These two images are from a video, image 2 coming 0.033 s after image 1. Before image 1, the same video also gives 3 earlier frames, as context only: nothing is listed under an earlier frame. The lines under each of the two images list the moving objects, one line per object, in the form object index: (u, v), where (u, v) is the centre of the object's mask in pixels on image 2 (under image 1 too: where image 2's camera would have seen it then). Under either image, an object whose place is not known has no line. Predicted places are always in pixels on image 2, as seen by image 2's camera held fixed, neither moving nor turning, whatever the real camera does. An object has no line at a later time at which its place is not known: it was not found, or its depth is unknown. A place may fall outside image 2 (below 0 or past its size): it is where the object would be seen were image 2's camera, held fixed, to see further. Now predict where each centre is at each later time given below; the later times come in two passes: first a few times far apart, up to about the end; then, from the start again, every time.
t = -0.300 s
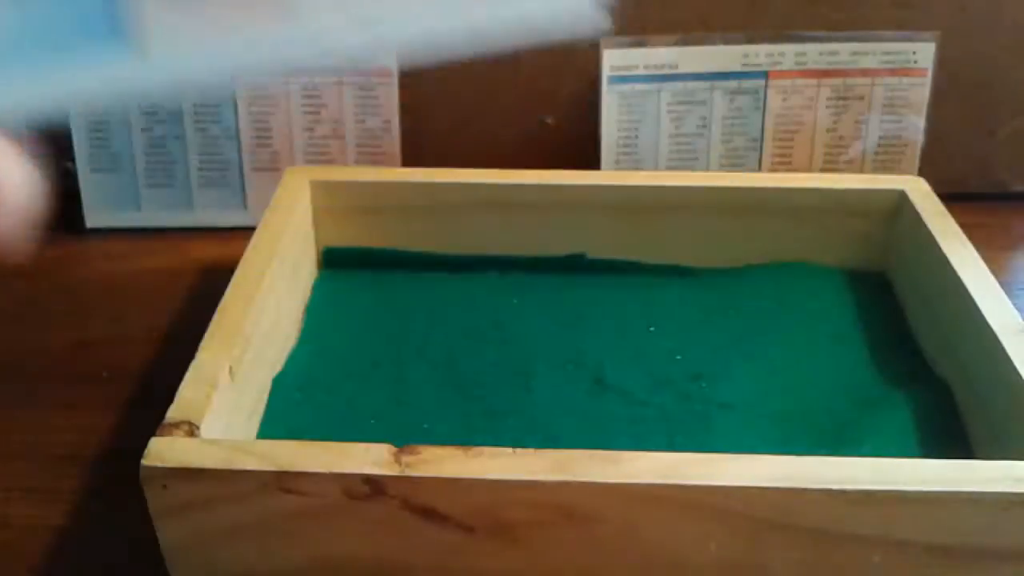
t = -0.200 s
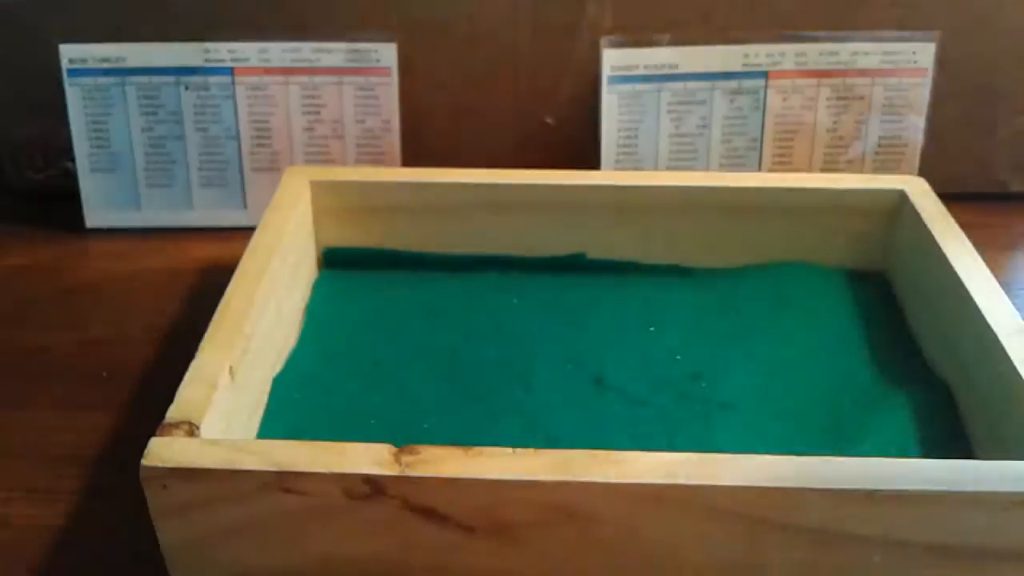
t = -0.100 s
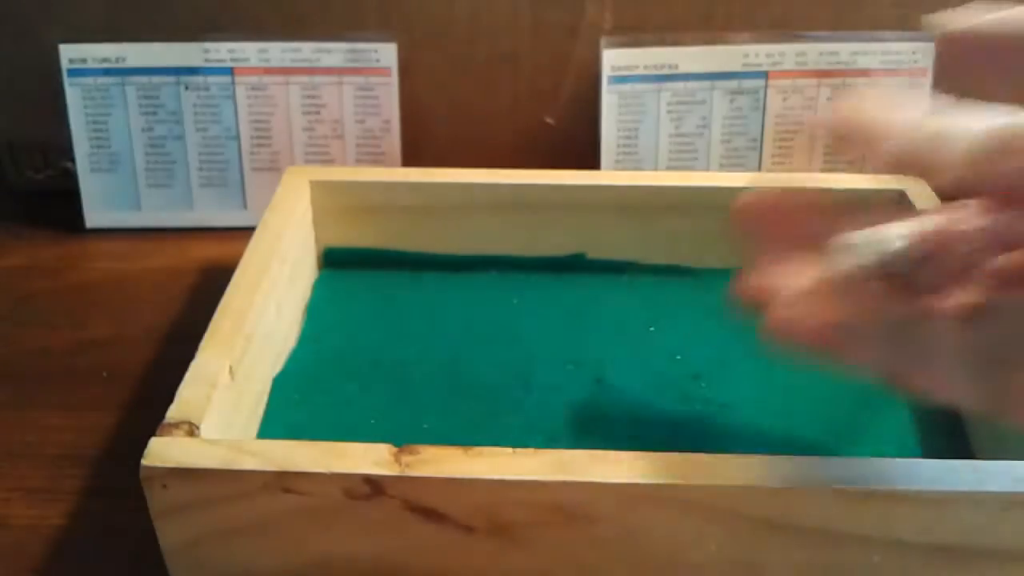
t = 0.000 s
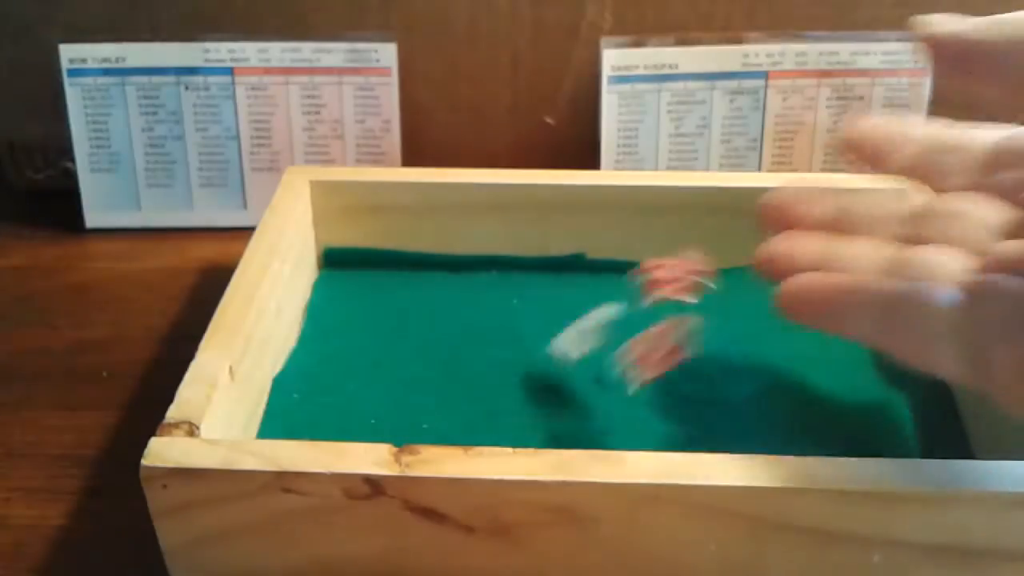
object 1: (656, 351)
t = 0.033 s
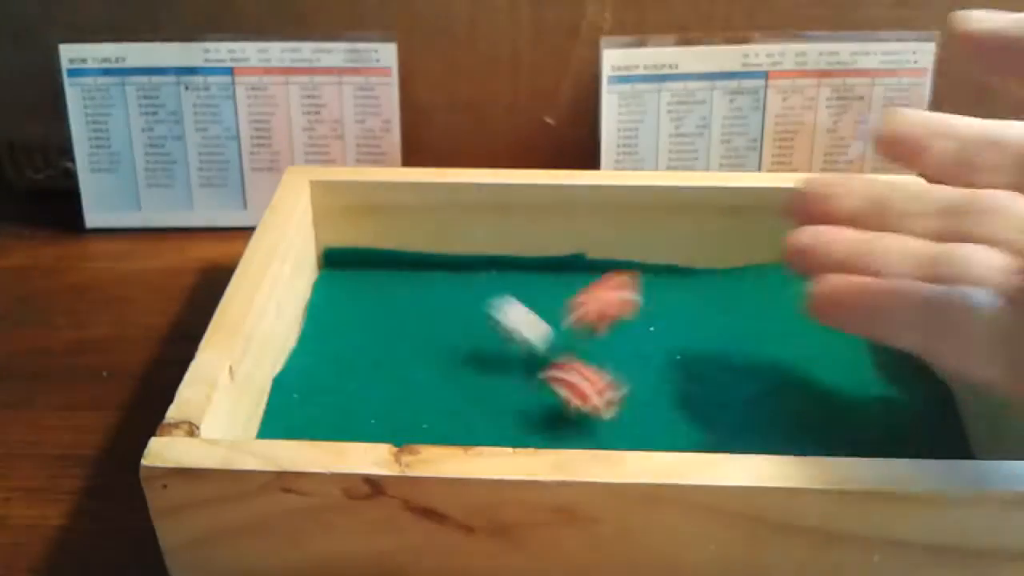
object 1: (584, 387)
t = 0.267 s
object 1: (329, 359)
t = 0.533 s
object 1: (327, 391)
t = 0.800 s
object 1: (328, 391)
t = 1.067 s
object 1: (327, 391)
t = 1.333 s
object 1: (328, 391)
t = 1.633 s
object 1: (328, 391)
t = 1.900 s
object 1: (328, 391)
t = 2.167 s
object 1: (328, 391)
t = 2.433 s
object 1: (328, 391)
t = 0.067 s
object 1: (534, 357)
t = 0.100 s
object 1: (476, 353)
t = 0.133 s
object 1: (428, 342)
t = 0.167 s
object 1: (377, 329)
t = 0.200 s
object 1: (342, 325)
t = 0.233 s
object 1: (339, 339)
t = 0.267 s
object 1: (329, 359)
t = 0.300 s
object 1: (319, 373)
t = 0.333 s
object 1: (317, 384)
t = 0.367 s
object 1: (323, 390)
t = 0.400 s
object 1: (327, 391)
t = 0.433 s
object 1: (327, 391)
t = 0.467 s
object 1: (327, 391)
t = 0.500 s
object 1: (327, 391)
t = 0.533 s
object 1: (327, 391)
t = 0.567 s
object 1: (327, 391)
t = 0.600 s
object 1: (327, 391)
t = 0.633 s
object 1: (327, 391)
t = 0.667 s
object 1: (327, 391)
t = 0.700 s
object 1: (327, 391)
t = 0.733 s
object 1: (327, 391)
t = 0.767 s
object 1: (327, 391)
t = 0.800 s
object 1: (328, 391)
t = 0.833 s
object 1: (328, 391)
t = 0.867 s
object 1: (327, 391)
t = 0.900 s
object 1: (328, 391)
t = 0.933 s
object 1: (328, 391)
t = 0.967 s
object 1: (328, 391)
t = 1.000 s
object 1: (327, 391)
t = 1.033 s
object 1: (328, 391)
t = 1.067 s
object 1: (327, 391)
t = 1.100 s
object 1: (328, 391)
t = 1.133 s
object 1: (328, 391)
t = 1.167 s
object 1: (328, 391)
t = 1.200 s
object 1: (327, 391)
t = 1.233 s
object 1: (328, 391)
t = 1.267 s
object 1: (327, 391)
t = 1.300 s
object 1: (328, 391)
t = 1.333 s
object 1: (328, 391)
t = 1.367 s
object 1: (328, 391)
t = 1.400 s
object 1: (328, 391)
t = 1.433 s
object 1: (328, 391)
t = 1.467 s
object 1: (328, 391)
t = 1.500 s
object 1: (328, 391)
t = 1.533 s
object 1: (328, 391)
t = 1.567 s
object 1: (328, 391)
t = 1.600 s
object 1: (328, 391)
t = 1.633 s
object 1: (328, 391)
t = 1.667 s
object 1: (328, 391)
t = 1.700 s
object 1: (328, 391)
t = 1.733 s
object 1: (328, 391)
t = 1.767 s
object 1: (328, 391)
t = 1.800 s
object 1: (328, 391)
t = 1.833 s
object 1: (328, 391)
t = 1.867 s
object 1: (328, 391)
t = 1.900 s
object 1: (328, 391)
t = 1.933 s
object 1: (328, 391)
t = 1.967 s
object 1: (328, 391)
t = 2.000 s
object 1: (328, 391)
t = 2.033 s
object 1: (328, 391)
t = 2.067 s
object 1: (328, 391)
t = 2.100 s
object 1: (328, 391)
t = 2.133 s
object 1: (328, 391)
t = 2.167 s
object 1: (328, 391)
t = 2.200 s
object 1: (328, 391)
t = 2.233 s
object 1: (328, 391)
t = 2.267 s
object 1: (328, 391)
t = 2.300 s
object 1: (328, 391)
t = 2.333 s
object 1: (328, 391)
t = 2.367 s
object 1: (328, 391)
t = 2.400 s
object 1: (328, 391)
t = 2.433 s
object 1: (328, 391)
